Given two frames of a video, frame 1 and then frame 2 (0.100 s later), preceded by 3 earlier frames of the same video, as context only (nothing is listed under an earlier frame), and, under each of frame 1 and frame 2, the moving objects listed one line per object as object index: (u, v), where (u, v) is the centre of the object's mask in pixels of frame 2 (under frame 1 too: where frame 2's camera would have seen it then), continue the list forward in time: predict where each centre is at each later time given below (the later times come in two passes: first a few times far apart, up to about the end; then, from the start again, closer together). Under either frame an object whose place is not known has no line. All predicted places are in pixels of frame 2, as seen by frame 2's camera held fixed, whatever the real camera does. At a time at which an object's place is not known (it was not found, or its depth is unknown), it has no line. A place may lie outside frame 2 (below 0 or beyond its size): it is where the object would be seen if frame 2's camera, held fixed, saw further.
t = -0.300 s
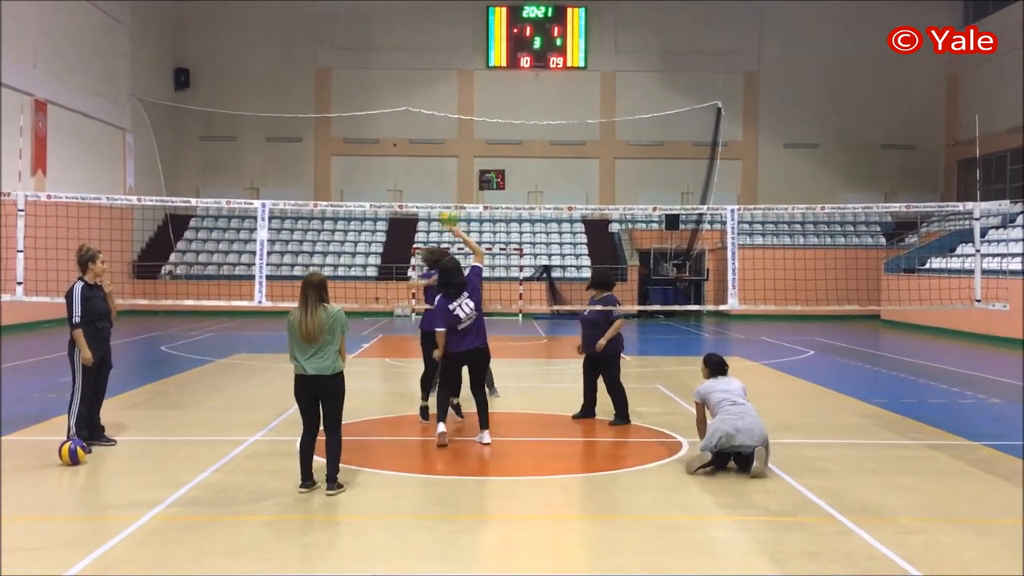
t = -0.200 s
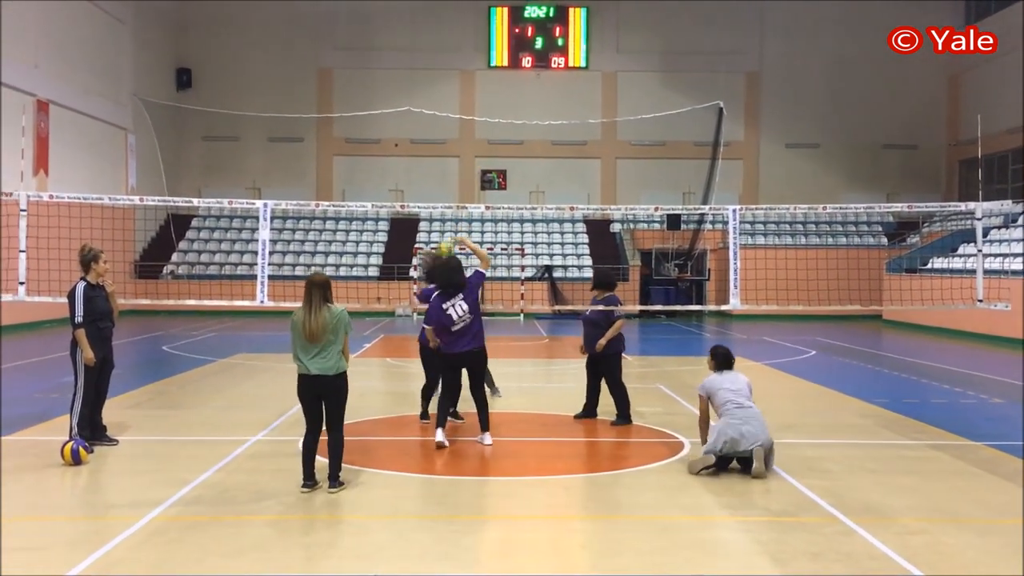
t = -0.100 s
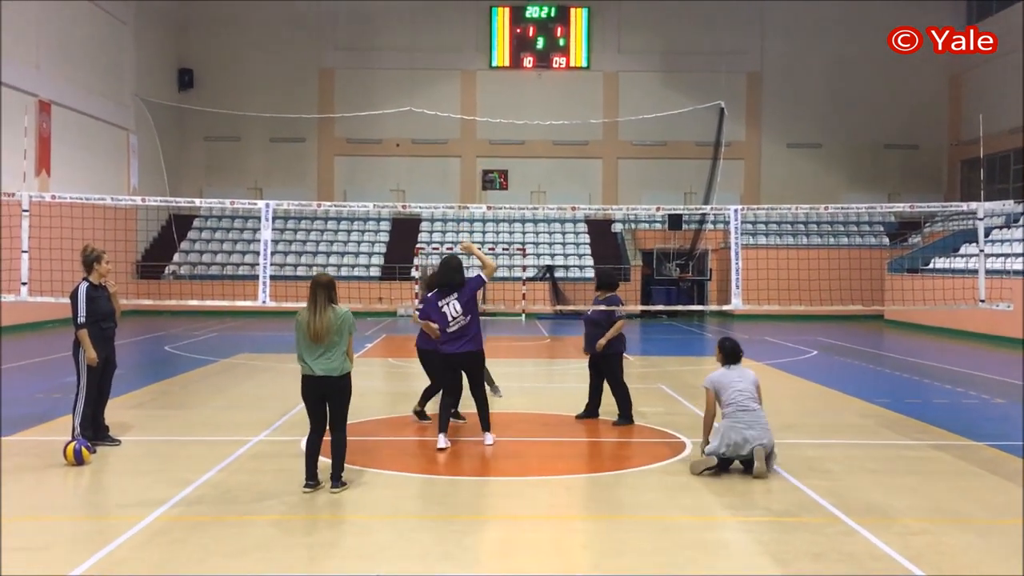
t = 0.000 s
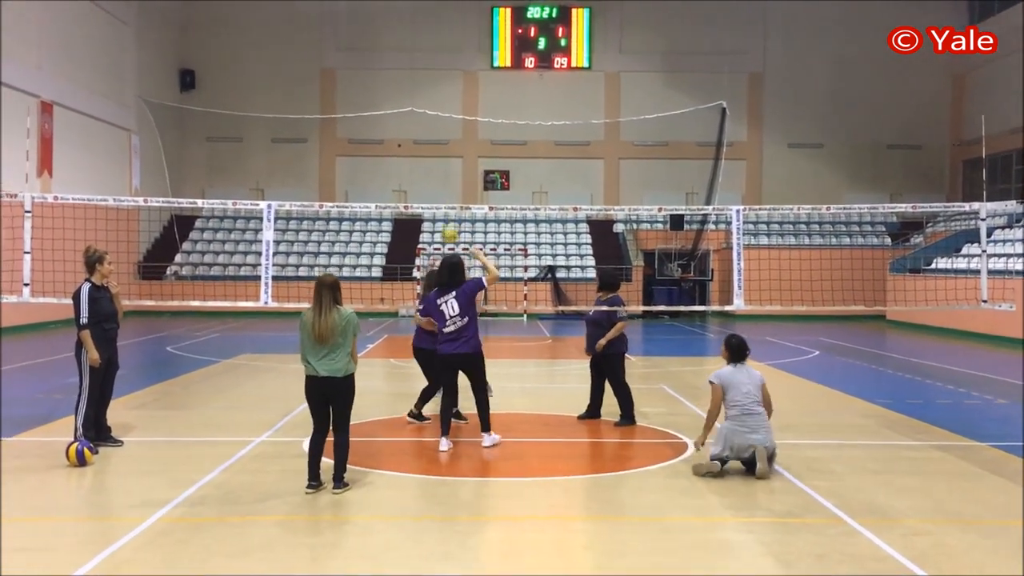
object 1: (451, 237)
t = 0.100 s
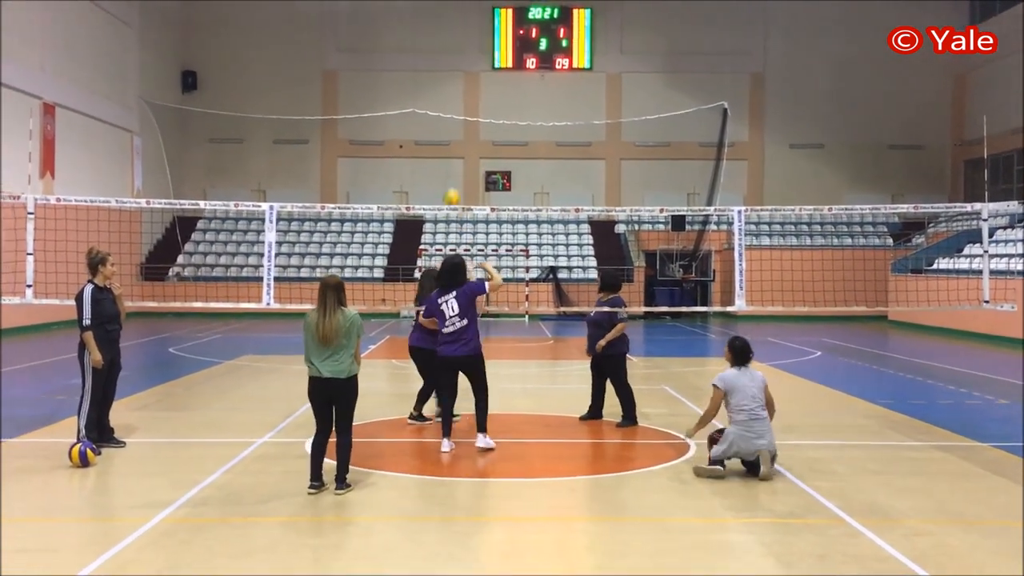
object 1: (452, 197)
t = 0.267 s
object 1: (453, 153)
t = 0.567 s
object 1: (455, 129)
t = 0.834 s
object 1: (455, 170)
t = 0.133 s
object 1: (452, 187)
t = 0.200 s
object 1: (452, 168)
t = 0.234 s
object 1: (453, 160)
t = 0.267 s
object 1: (453, 153)
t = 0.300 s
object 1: (453, 147)
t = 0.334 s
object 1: (453, 142)
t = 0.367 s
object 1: (453, 137)
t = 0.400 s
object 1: (453, 134)
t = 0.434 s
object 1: (454, 131)
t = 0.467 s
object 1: (454, 130)
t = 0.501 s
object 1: (454, 129)
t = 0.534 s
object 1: (455, 129)
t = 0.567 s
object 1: (455, 129)
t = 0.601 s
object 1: (455, 131)
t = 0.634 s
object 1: (455, 134)
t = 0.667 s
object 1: (455, 137)
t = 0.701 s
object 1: (455, 141)
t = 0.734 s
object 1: (455, 147)
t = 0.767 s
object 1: (455, 154)
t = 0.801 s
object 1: (455, 160)
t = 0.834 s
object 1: (455, 170)
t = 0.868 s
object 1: (455, 179)
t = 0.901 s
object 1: (455, 190)
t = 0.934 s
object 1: (456, 198)
